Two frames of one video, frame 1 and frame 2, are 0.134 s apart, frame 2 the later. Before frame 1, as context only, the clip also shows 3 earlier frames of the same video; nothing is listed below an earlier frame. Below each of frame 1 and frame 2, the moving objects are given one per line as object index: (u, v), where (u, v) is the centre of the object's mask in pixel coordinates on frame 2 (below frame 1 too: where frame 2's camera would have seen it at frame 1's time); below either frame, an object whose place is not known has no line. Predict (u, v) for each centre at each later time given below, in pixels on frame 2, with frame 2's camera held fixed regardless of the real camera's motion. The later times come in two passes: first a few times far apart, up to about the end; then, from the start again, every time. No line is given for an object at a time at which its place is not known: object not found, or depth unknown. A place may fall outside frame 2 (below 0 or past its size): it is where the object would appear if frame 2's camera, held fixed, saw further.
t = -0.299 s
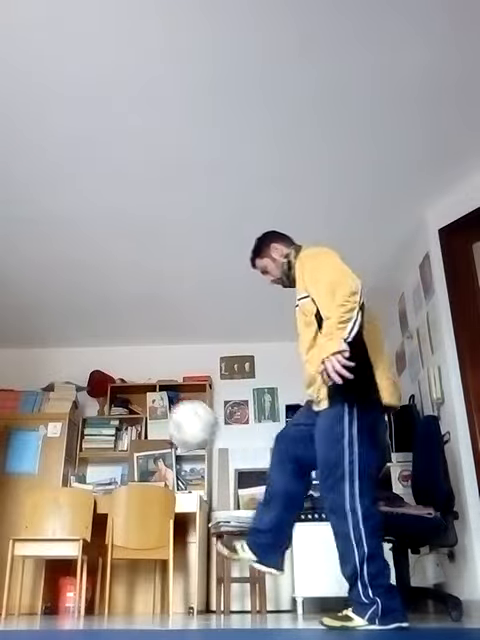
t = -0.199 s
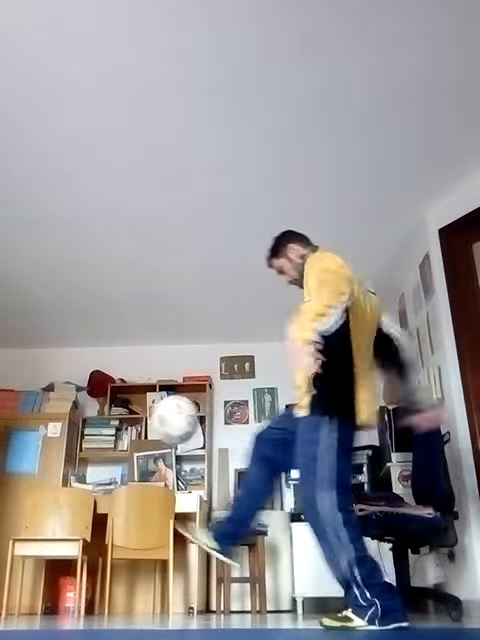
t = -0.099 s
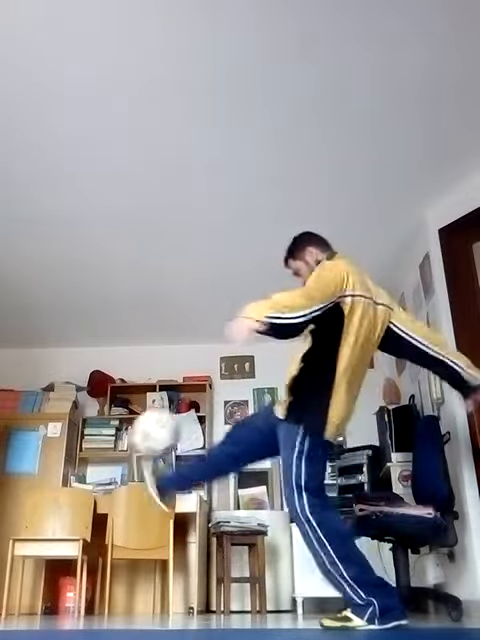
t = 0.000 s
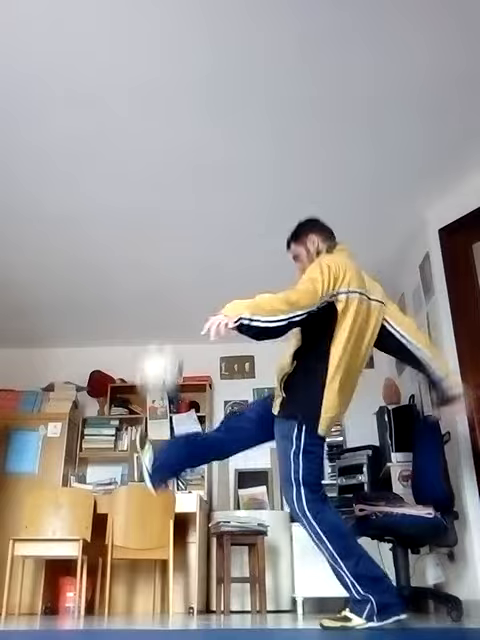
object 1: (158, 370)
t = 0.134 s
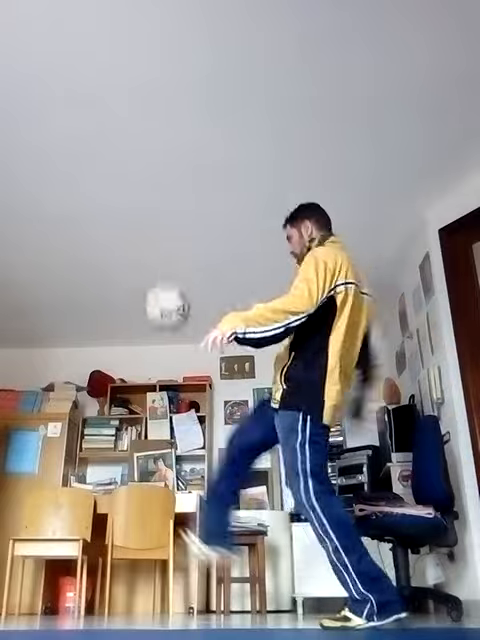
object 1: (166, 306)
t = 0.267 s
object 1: (174, 279)
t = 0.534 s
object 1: (182, 315)
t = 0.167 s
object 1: (169, 294)
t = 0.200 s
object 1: (171, 288)
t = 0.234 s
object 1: (172, 283)
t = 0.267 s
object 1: (174, 279)
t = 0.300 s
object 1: (175, 277)
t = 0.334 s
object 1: (176, 276)
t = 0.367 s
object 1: (177, 278)
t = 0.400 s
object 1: (178, 280)
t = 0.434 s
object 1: (179, 286)
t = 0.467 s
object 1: (179, 295)
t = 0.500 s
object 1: (181, 304)
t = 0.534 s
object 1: (182, 315)
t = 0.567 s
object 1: (182, 329)
